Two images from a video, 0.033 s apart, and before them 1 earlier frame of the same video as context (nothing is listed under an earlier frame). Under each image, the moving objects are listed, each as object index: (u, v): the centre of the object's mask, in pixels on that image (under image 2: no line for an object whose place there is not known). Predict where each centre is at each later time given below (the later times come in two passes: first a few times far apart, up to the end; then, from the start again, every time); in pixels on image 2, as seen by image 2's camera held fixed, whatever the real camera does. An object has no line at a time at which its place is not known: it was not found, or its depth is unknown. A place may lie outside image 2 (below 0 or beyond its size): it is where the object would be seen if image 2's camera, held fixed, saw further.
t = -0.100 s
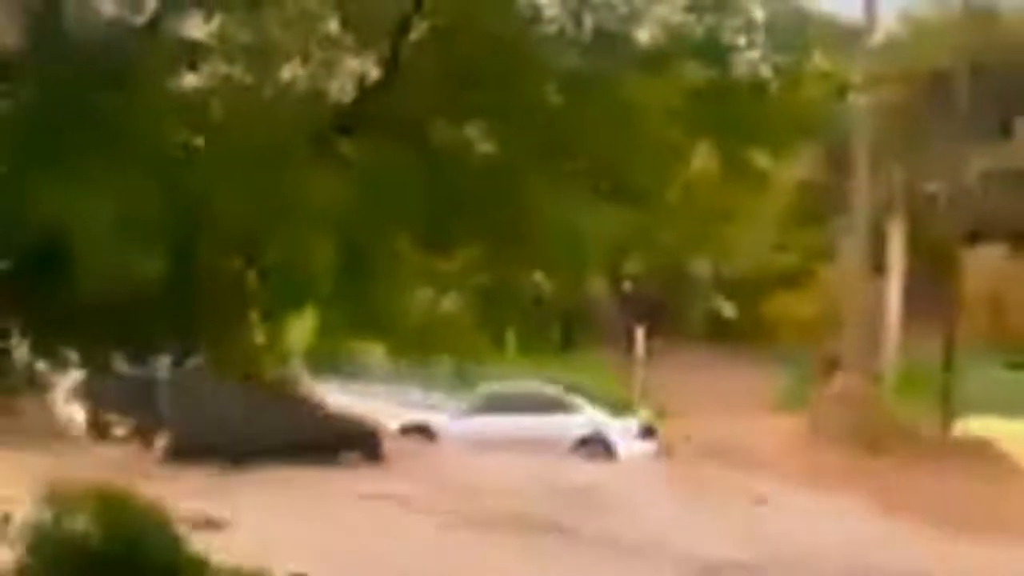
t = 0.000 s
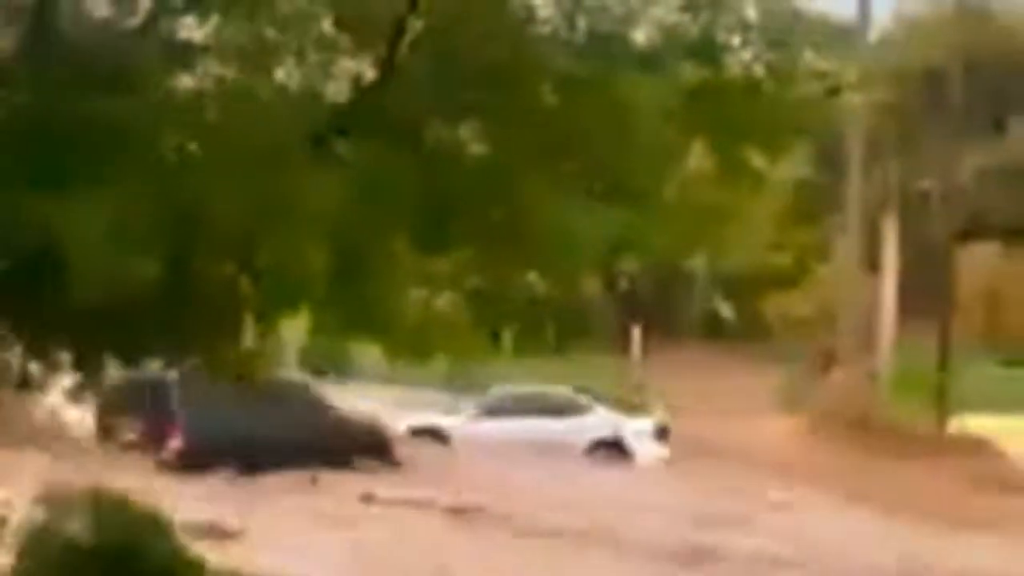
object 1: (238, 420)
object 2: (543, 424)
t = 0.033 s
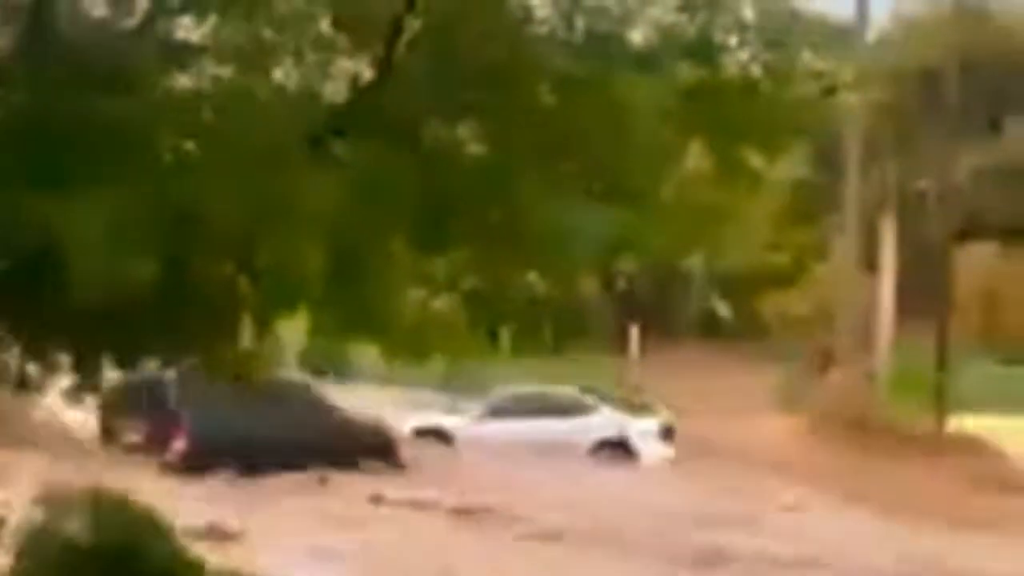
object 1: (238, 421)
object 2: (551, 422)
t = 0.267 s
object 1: (275, 427)
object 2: (596, 431)
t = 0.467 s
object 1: (314, 435)
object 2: (634, 435)
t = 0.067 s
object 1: (243, 422)
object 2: (556, 423)
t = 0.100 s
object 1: (249, 423)
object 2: (561, 426)
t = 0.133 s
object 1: (253, 424)
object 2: (567, 427)
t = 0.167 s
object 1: (259, 424)
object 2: (574, 427)
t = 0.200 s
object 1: (265, 425)
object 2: (582, 428)
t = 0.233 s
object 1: (271, 426)
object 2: (591, 428)
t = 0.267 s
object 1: (275, 427)
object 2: (596, 431)
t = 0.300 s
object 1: (281, 427)
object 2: (602, 431)
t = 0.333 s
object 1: (286, 428)
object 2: (608, 432)
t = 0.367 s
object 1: (293, 430)
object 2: (614, 433)
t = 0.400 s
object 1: (299, 431)
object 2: (620, 434)
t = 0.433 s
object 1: (305, 432)
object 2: (629, 434)
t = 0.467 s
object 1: (314, 435)
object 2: (634, 435)
